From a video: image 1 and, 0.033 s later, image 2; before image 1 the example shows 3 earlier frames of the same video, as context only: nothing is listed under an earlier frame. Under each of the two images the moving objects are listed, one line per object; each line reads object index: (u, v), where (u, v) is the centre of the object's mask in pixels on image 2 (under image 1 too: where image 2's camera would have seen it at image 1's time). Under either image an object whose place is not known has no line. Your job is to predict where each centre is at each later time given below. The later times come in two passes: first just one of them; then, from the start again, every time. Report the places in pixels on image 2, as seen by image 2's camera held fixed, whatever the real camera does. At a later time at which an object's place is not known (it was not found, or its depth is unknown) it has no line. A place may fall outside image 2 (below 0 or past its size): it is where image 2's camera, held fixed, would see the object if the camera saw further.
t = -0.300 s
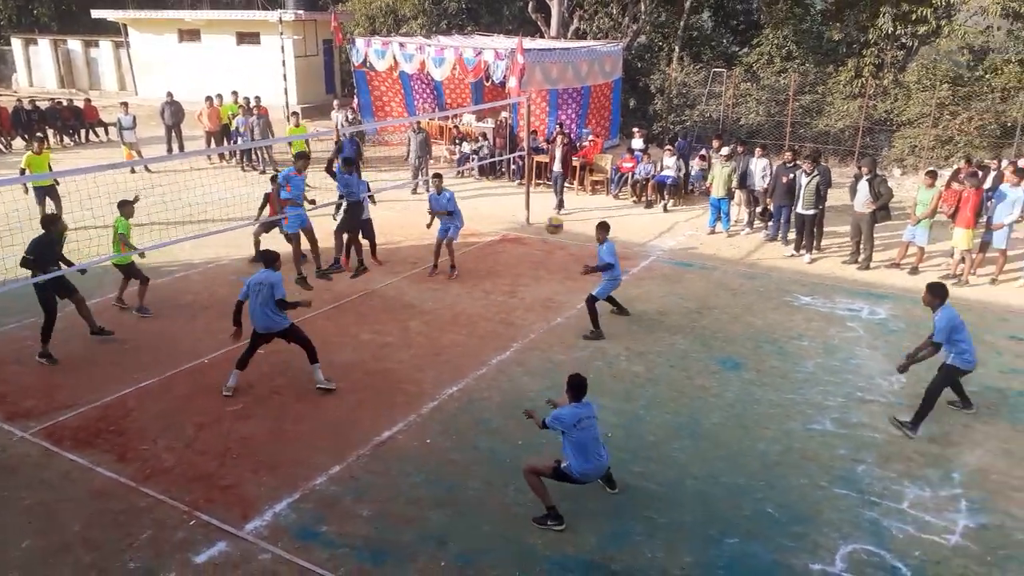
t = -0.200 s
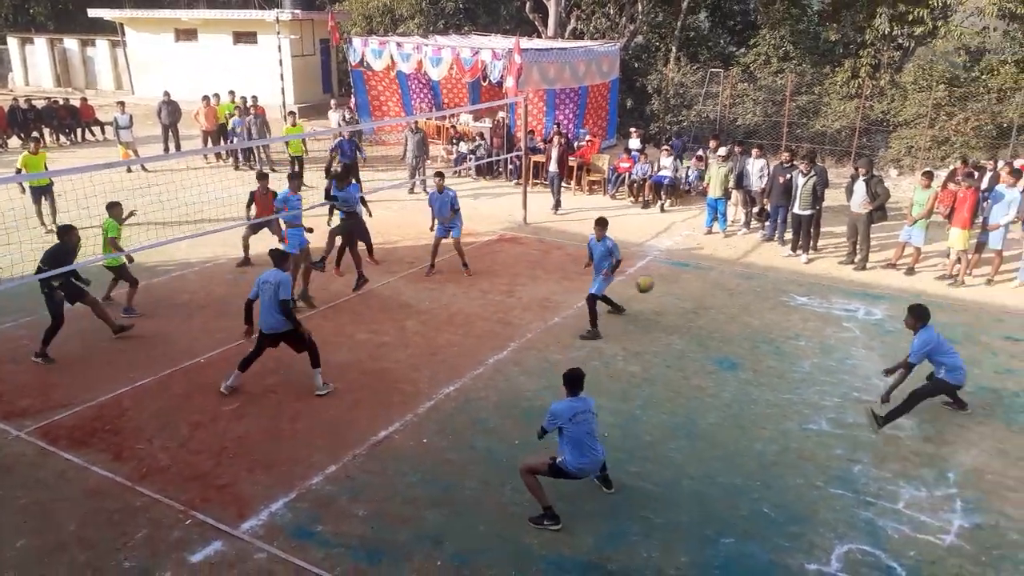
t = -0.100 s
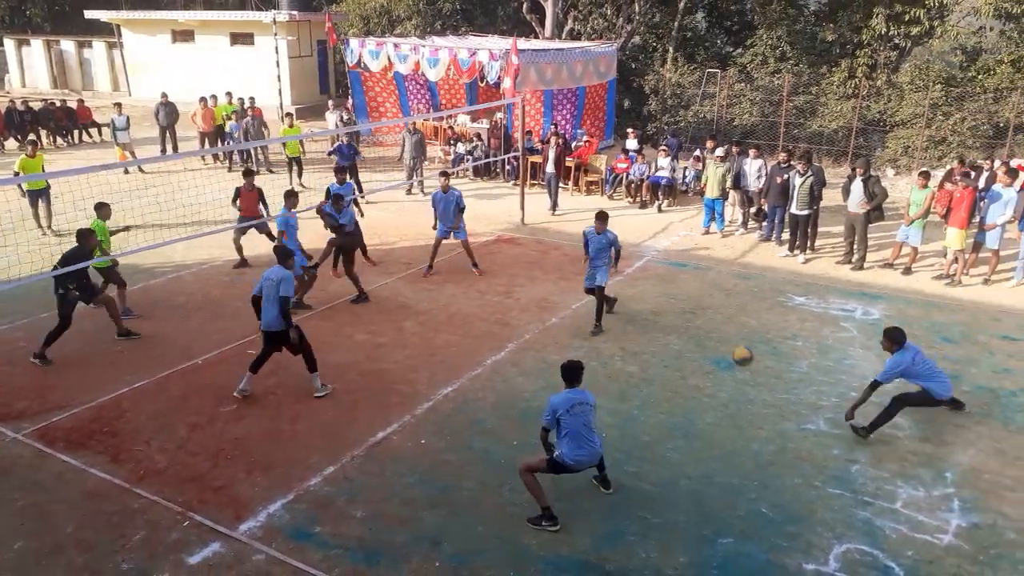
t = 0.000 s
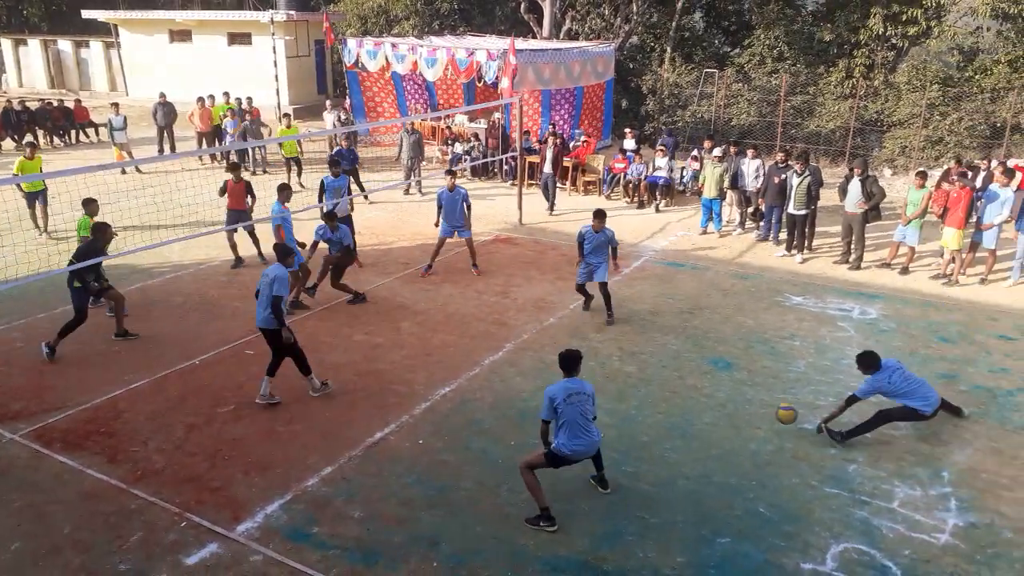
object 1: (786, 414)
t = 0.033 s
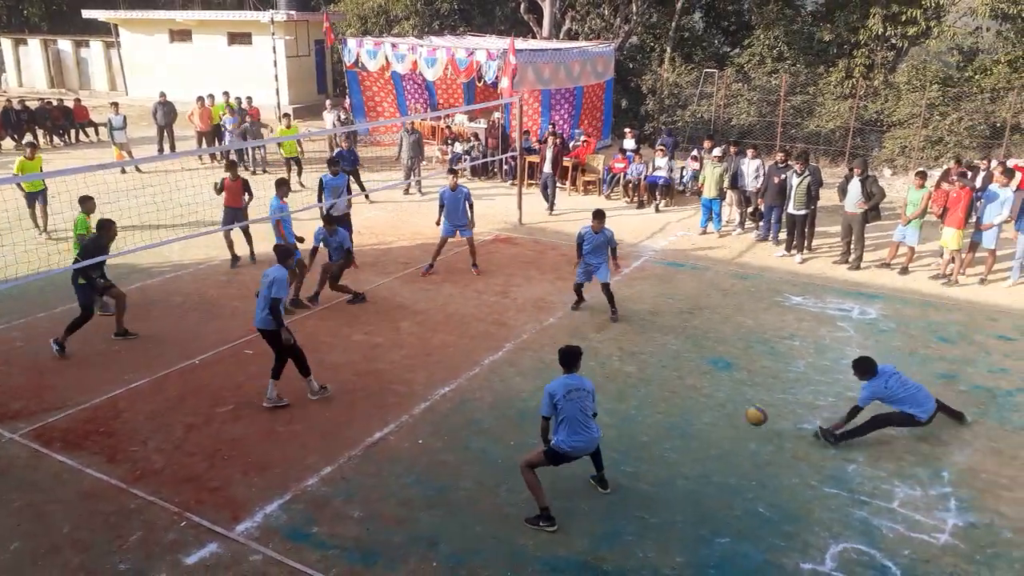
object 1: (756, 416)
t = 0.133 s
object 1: (668, 424)
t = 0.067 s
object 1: (726, 417)
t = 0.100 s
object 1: (697, 420)
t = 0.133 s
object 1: (668, 424)
